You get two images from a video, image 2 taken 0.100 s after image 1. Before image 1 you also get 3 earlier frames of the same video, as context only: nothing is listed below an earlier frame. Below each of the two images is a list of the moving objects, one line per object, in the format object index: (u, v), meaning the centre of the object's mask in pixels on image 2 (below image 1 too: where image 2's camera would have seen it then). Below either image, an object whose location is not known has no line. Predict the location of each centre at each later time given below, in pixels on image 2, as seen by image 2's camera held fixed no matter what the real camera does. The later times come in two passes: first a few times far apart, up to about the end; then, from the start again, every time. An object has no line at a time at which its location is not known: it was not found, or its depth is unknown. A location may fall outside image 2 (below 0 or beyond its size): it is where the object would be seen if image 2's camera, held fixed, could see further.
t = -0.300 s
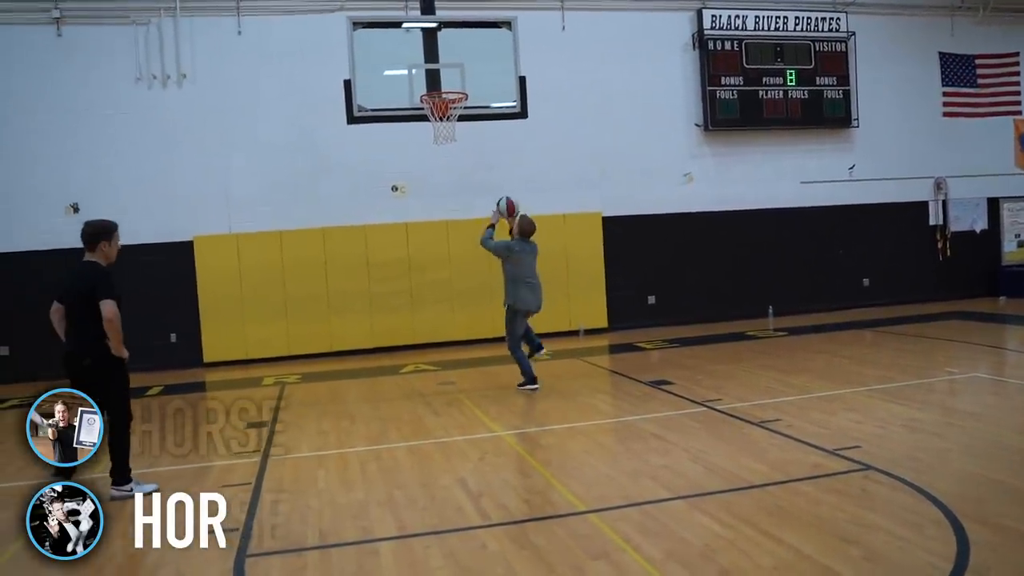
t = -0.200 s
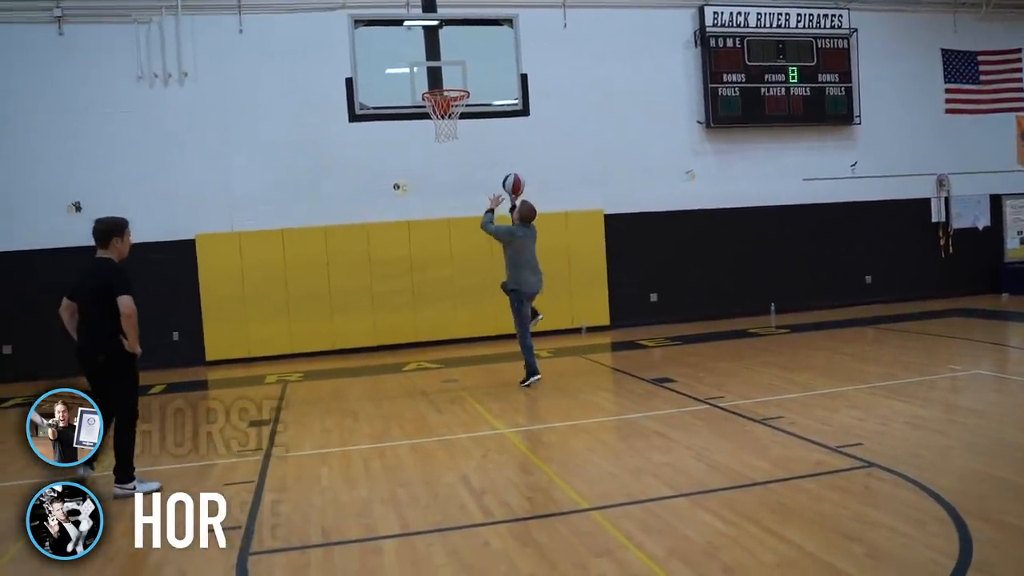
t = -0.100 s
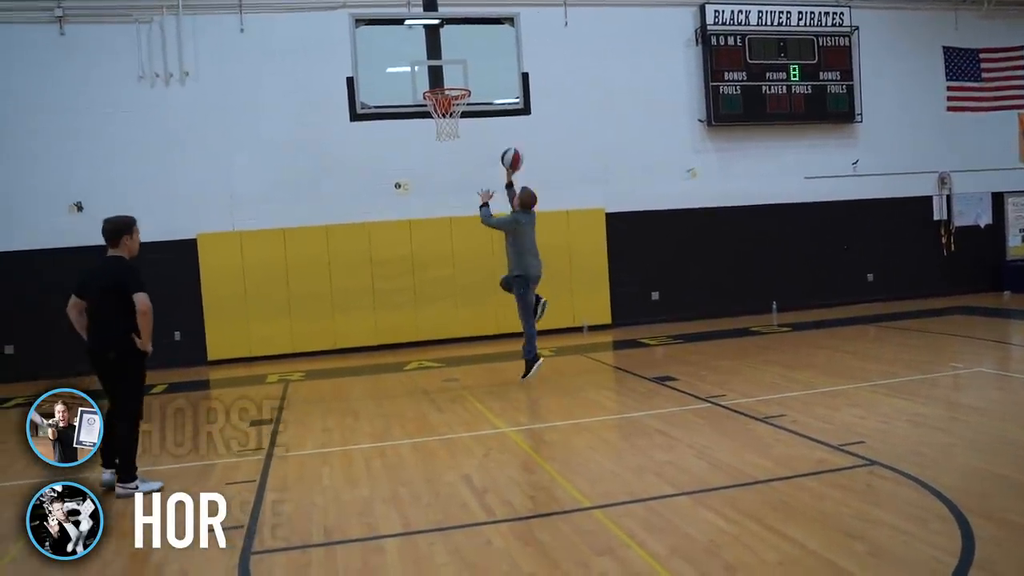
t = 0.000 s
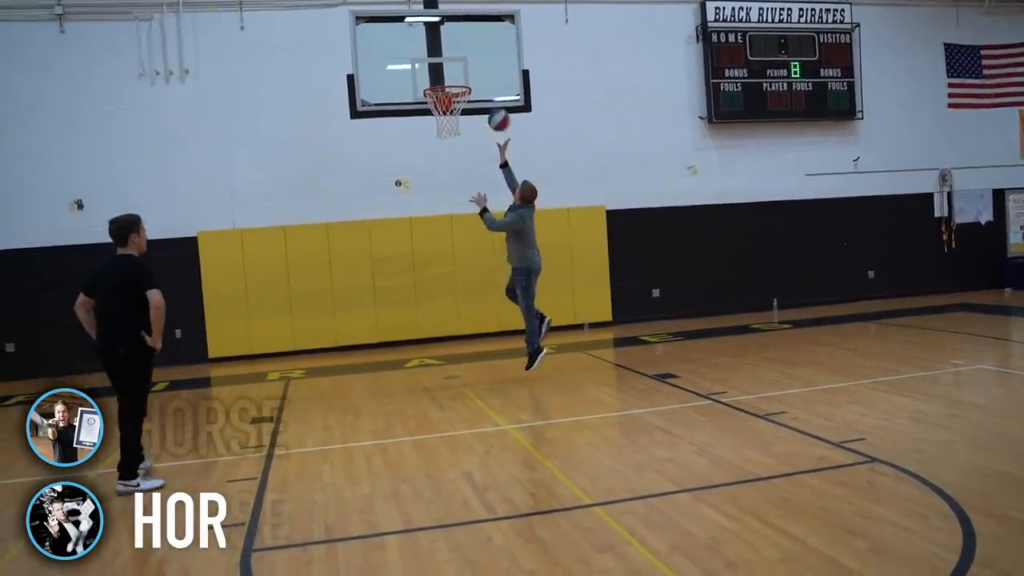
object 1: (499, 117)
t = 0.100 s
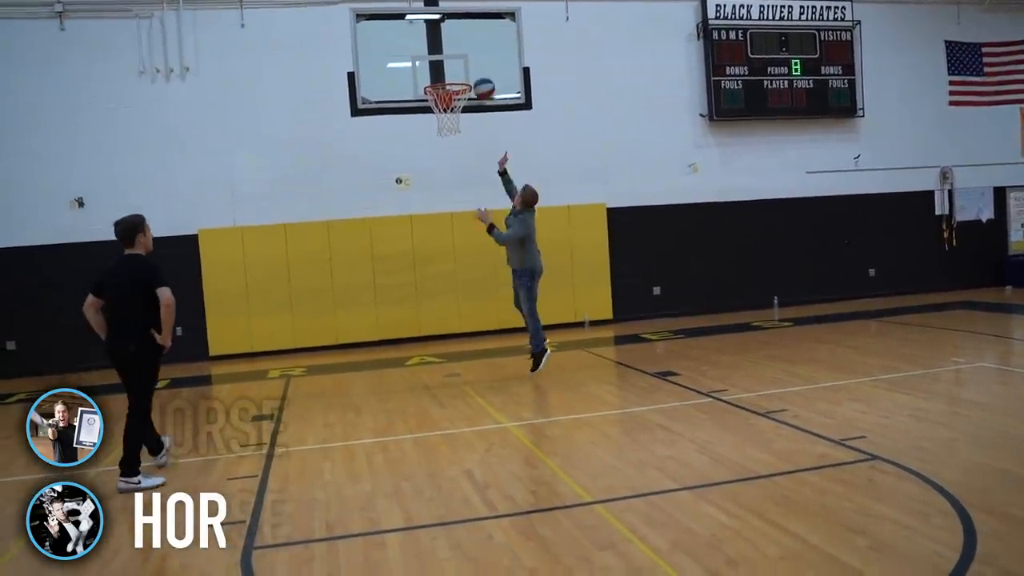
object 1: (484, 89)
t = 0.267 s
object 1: (463, 62)
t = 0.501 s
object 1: (453, 74)
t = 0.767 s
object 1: (448, 131)
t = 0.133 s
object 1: (478, 81)
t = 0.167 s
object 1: (474, 74)
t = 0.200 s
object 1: (469, 69)
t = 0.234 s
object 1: (465, 65)
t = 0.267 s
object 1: (463, 62)
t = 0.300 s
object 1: (461, 60)
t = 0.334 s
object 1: (460, 60)
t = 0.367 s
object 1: (458, 61)
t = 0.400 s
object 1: (457, 63)
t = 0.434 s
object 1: (456, 66)
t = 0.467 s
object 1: (455, 70)
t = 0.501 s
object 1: (453, 74)
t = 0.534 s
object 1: (452, 78)
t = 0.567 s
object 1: (451, 87)
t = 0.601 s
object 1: (451, 96)
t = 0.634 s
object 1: (449, 105)
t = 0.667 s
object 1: (448, 114)
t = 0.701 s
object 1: (448, 120)
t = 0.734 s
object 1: (449, 126)
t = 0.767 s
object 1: (448, 131)
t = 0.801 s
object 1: (449, 138)
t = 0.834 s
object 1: (449, 147)
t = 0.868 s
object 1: (449, 157)
